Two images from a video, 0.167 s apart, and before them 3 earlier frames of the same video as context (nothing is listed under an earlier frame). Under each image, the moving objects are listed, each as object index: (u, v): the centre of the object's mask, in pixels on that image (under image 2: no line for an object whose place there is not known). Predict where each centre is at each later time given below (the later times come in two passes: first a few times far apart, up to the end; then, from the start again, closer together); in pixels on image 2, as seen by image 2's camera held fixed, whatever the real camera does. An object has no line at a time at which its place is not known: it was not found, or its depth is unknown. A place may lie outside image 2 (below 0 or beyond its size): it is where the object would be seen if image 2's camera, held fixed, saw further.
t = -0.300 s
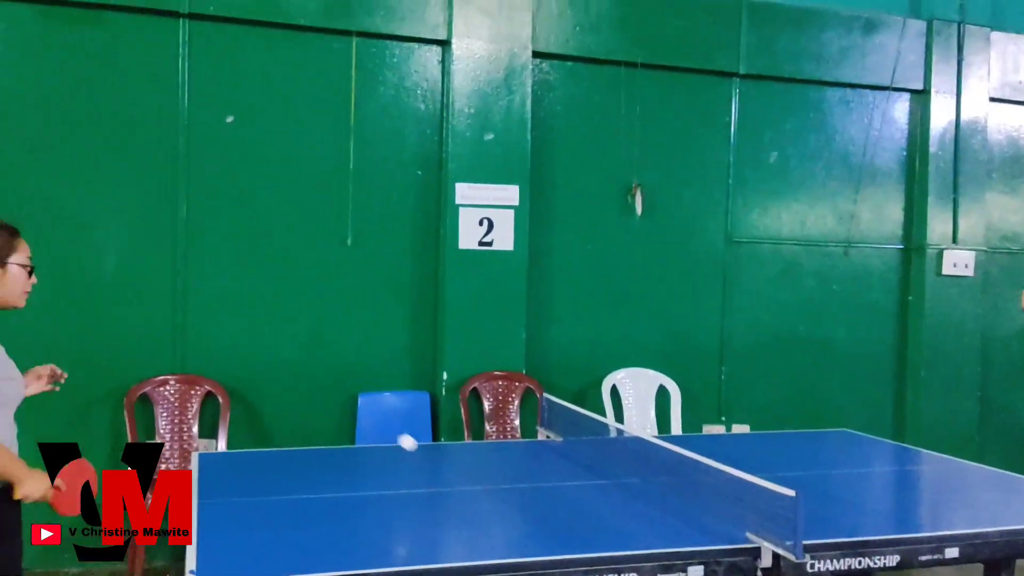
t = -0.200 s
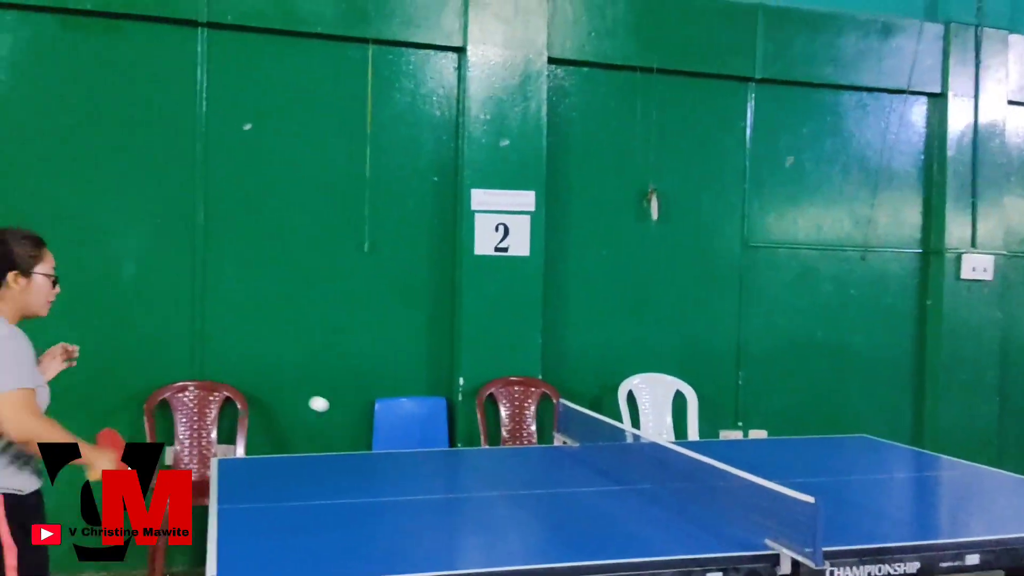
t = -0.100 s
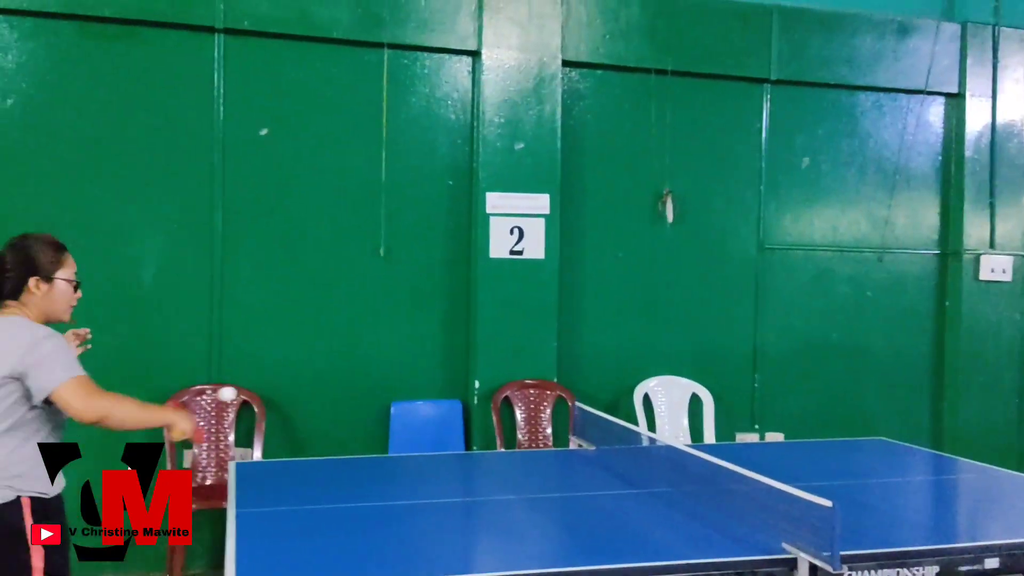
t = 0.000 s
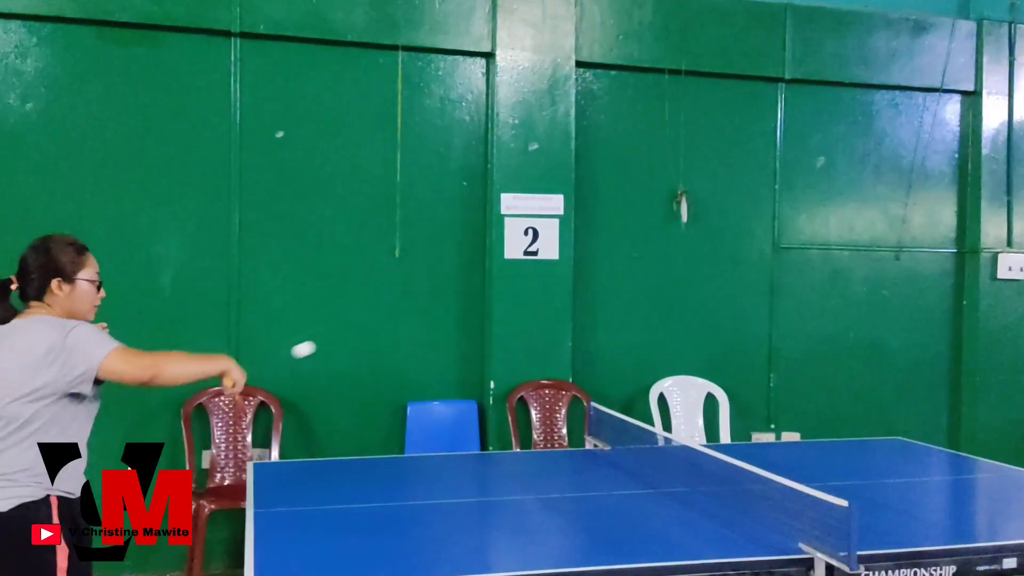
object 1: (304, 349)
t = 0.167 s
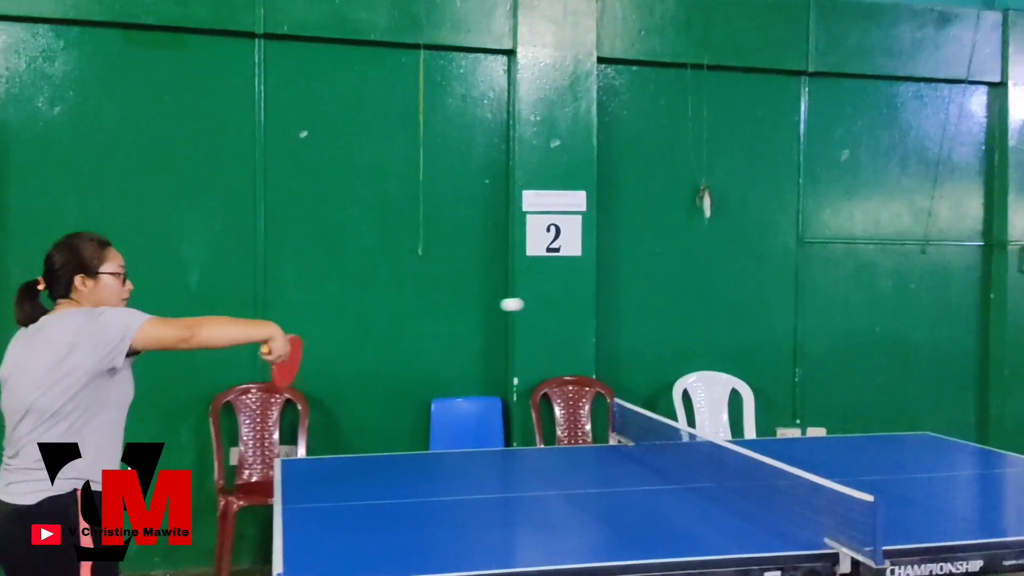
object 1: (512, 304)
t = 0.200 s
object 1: (546, 306)
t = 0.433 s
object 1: (760, 400)
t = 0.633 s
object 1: (888, 400)
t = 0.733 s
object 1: (938, 360)
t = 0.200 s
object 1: (546, 306)
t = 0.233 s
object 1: (578, 310)
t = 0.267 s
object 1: (610, 318)
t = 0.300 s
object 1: (641, 329)
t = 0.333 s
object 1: (672, 342)
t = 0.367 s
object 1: (701, 358)
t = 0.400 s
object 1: (731, 374)
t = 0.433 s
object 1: (760, 400)
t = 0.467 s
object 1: (785, 422)
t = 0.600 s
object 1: (871, 420)
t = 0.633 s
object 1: (888, 400)
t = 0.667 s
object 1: (906, 383)
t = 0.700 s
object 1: (922, 370)
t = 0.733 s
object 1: (938, 360)
